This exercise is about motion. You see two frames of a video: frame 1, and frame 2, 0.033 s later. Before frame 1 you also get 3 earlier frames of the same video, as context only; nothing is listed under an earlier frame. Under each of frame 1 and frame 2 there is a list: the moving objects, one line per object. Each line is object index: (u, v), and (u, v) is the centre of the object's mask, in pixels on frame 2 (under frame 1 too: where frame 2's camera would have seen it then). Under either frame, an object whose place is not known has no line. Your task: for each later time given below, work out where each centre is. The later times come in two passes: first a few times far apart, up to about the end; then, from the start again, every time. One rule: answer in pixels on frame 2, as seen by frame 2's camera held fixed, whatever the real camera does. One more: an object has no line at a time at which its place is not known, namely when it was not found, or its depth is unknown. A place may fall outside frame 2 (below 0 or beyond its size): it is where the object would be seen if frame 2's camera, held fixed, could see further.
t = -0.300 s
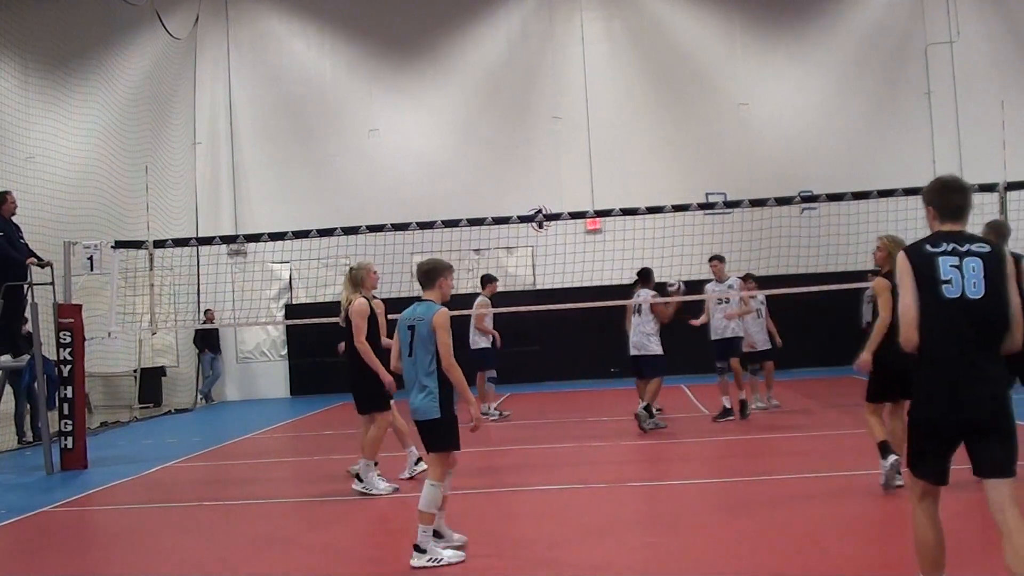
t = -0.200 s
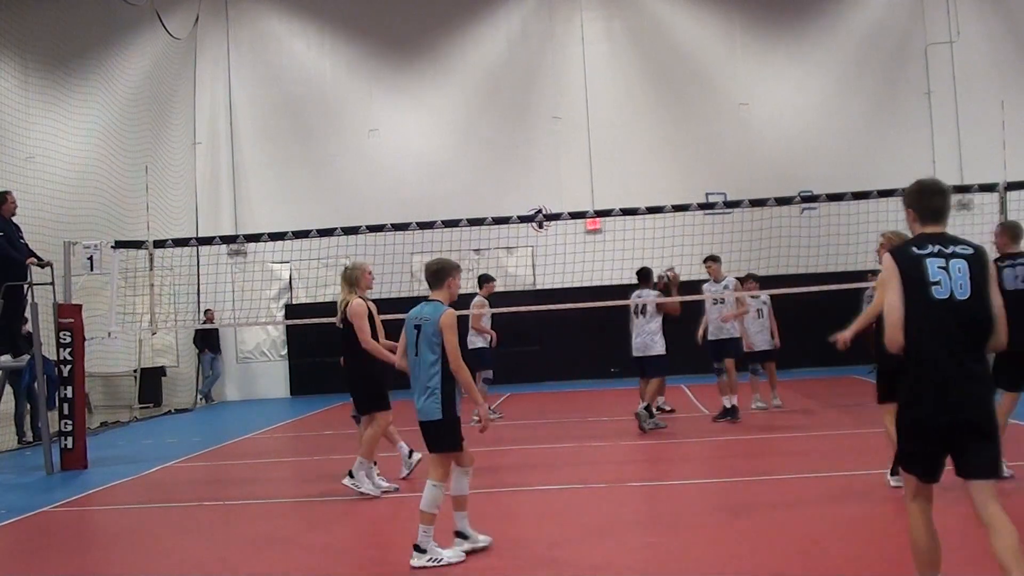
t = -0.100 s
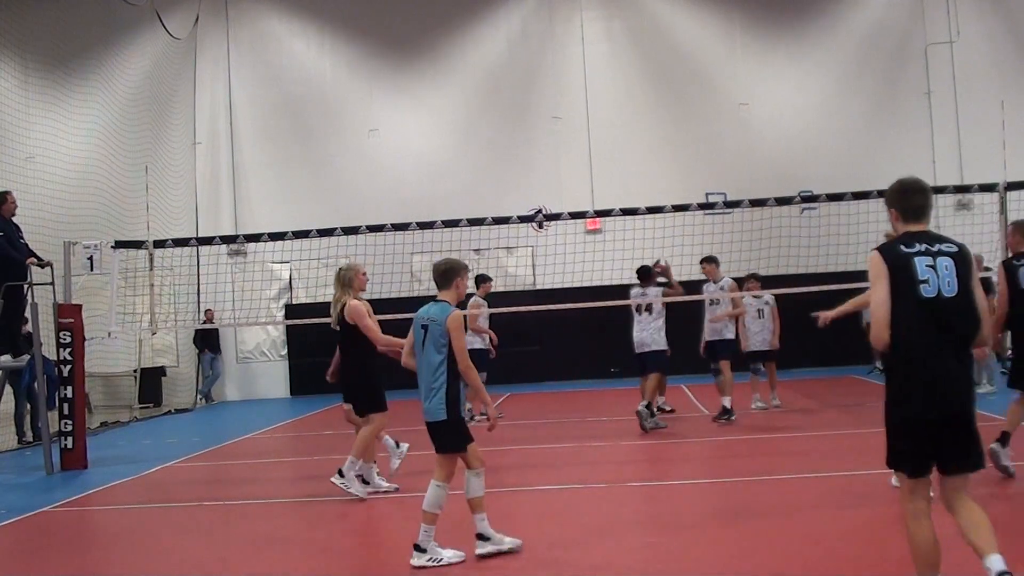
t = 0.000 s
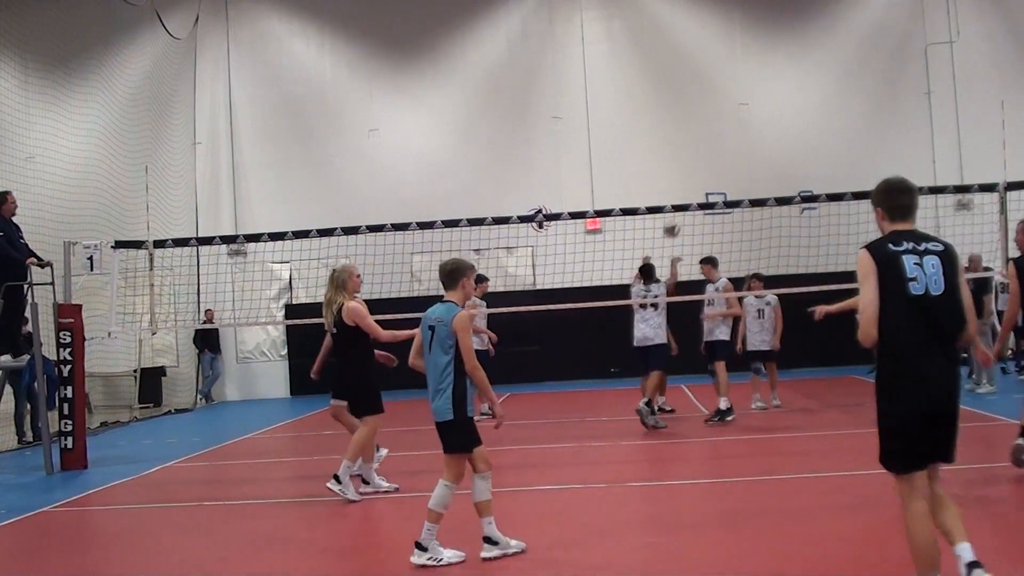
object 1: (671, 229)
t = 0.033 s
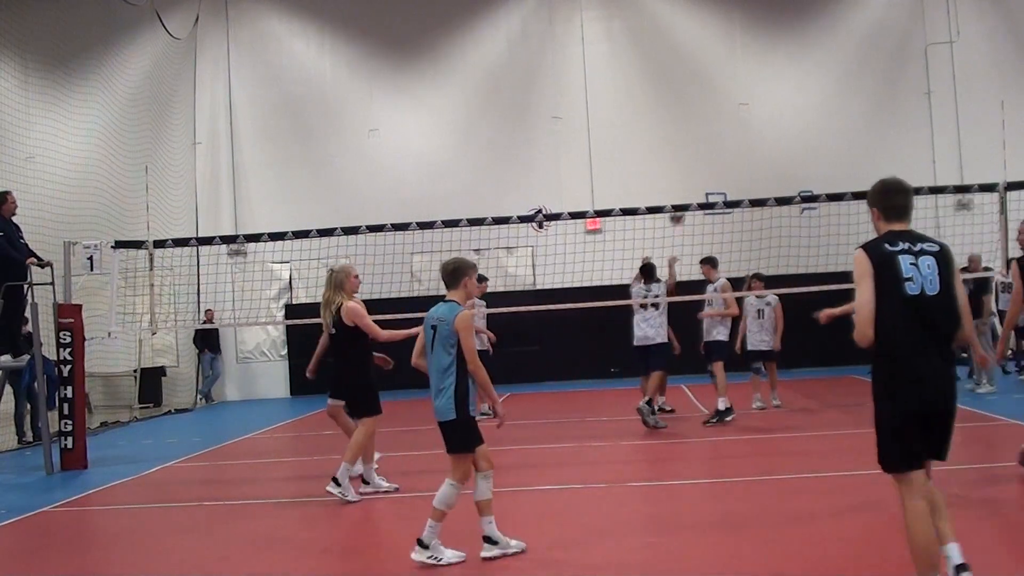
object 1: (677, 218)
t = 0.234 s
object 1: (707, 167)
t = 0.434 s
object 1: (733, 152)
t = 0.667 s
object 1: (761, 169)
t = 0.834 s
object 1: (779, 194)
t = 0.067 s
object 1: (684, 200)
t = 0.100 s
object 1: (688, 195)
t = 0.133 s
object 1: (693, 187)
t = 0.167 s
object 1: (697, 180)
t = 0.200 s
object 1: (702, 173)
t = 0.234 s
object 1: (707, 167)
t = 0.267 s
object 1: (711, 163)
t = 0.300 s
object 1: (716, 159)
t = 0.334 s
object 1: (720, 156)
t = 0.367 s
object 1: (725, 154)
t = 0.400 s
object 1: (729, 152)
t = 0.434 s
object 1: (733, 152)
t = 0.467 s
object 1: (738, 152)
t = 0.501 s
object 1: (742, 154)
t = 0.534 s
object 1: (746, 155)
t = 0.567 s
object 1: (749, 157)
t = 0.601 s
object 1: (753, 160)
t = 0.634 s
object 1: (757, 164)
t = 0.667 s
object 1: (761, 169)
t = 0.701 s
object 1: (765, 173)
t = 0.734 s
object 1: (768, 178)
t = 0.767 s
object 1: (771, 185)
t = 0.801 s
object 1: (775, 191)
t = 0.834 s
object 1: (779, 194)
